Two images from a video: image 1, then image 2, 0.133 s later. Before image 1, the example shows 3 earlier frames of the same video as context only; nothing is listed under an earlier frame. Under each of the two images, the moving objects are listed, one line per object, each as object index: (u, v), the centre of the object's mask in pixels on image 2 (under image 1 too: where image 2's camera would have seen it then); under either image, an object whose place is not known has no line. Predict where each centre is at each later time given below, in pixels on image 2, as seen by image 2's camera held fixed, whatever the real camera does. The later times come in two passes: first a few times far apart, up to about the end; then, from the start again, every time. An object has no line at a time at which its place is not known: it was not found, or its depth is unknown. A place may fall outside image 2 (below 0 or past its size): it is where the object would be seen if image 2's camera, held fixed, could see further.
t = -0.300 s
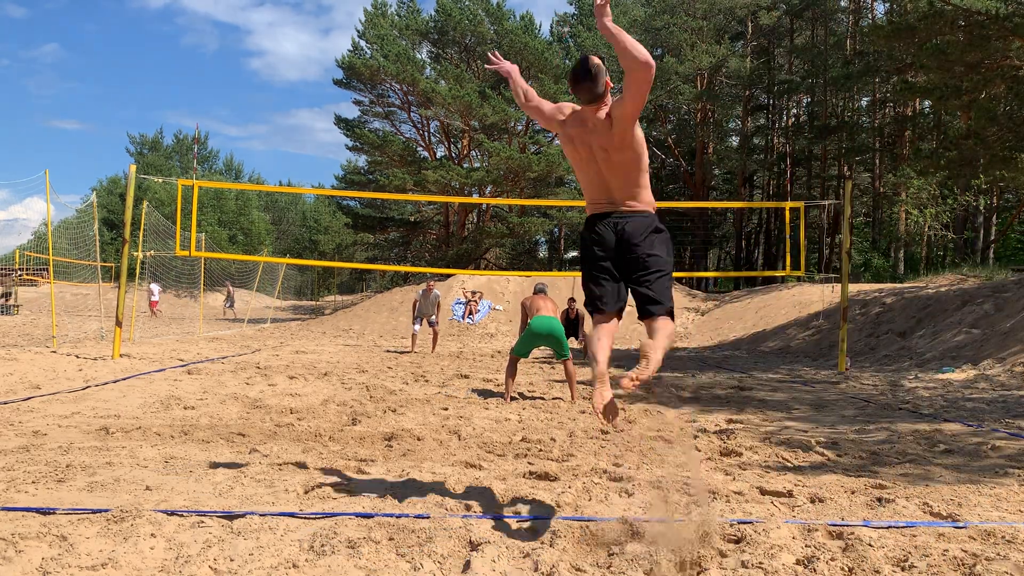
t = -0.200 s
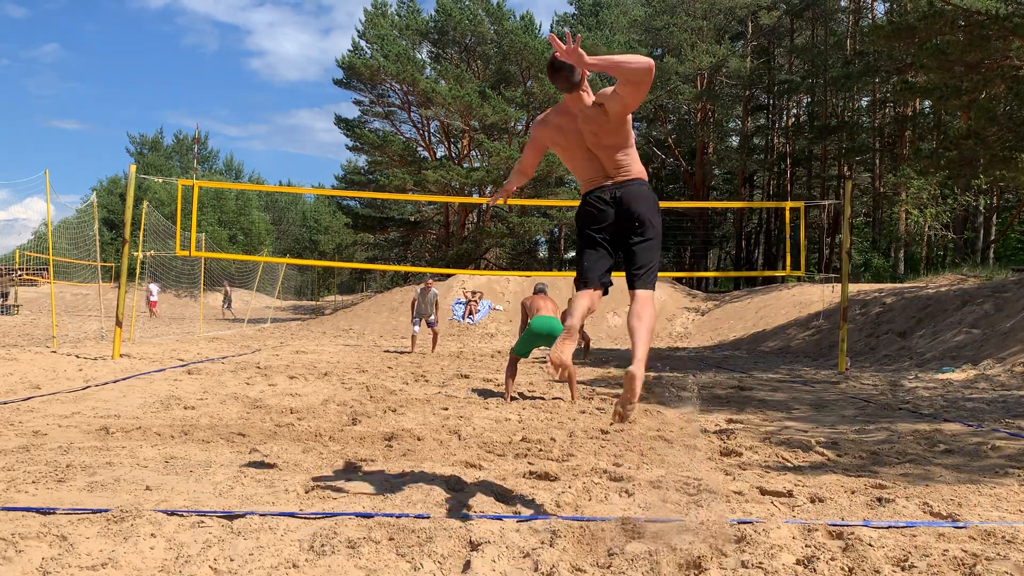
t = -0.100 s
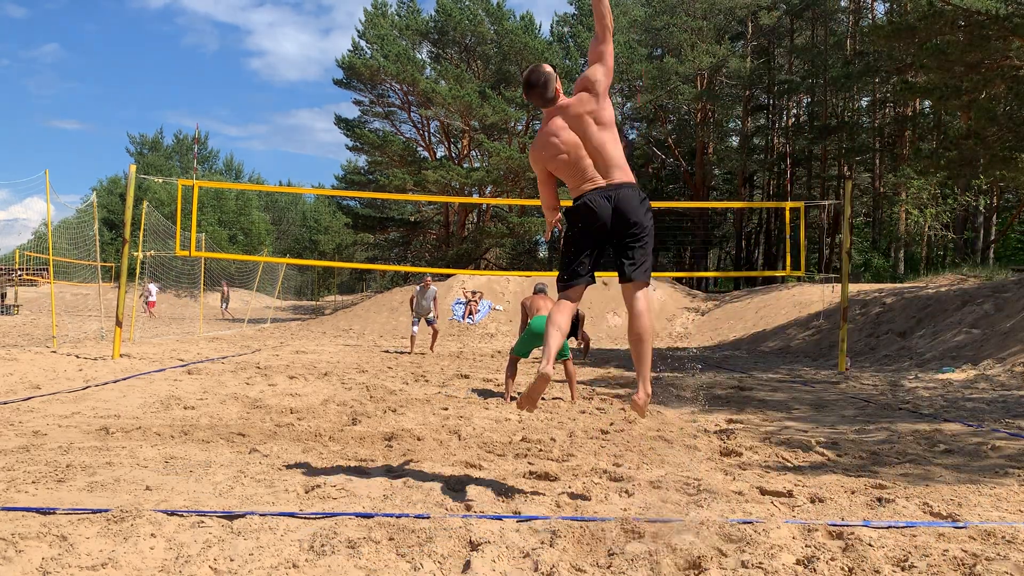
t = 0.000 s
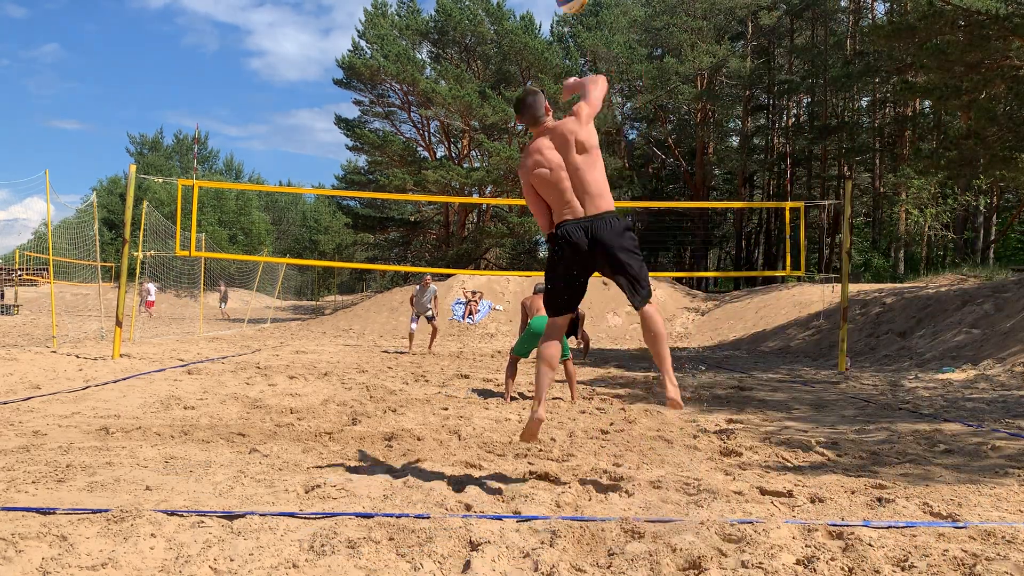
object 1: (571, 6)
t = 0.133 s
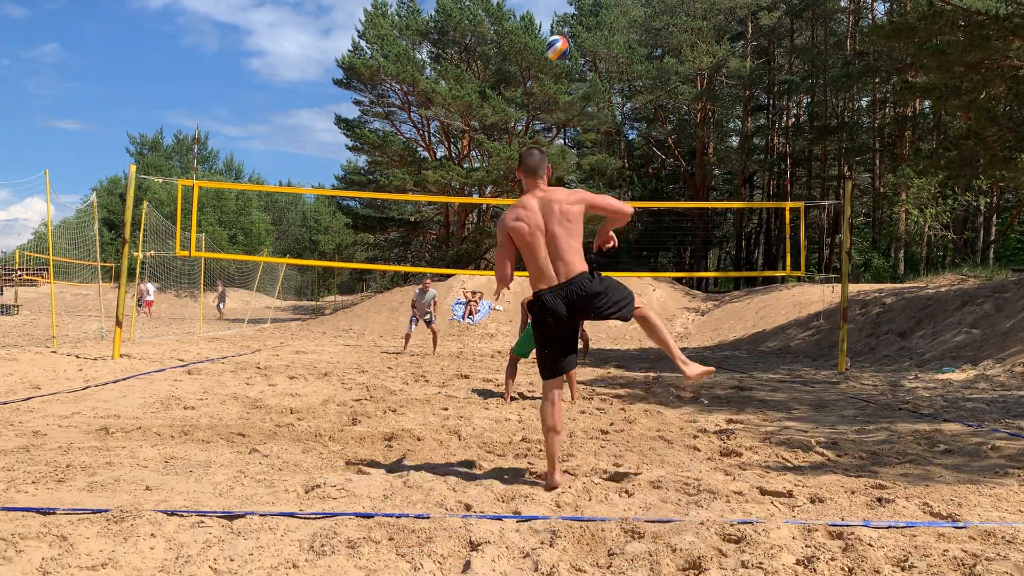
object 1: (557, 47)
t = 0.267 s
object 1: (544, 98)
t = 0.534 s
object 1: (524, 194)
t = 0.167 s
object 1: (553, 60)
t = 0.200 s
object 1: (550, 74)
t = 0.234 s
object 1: (547, 85)
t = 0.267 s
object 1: (544, 98)
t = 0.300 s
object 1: (541, 110)
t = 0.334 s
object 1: (538, 123)
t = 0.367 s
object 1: (535, 135)
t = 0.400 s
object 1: (534, 147)
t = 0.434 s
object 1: (531, 159)
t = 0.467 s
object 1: (528, 171)
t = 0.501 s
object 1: (526, 183)
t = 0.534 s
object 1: (524, 194)
